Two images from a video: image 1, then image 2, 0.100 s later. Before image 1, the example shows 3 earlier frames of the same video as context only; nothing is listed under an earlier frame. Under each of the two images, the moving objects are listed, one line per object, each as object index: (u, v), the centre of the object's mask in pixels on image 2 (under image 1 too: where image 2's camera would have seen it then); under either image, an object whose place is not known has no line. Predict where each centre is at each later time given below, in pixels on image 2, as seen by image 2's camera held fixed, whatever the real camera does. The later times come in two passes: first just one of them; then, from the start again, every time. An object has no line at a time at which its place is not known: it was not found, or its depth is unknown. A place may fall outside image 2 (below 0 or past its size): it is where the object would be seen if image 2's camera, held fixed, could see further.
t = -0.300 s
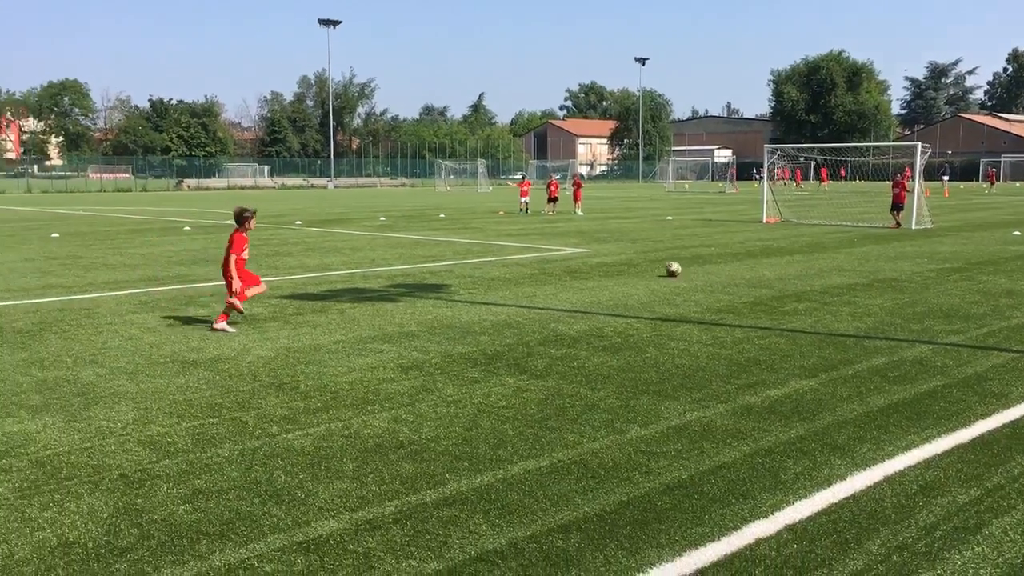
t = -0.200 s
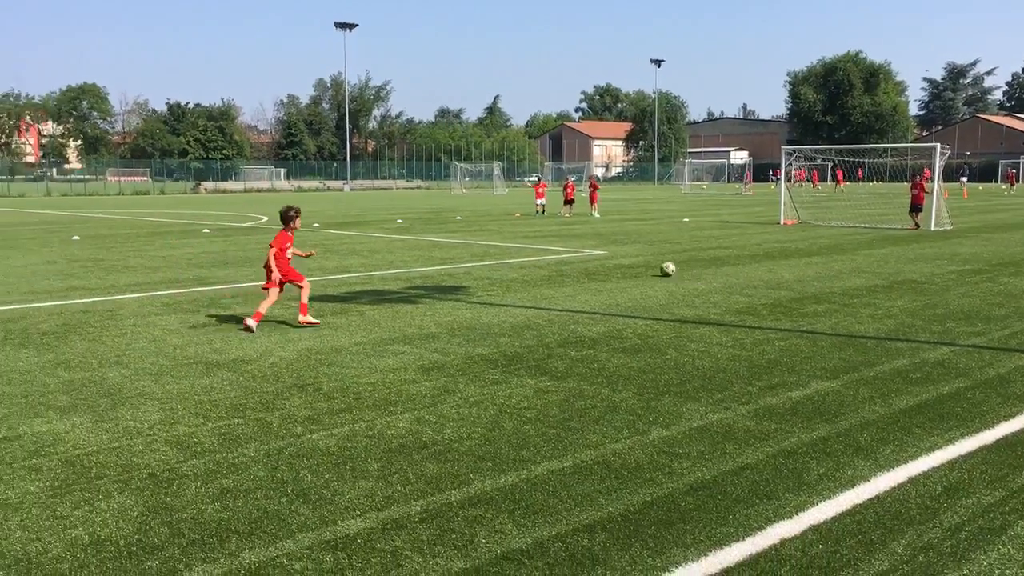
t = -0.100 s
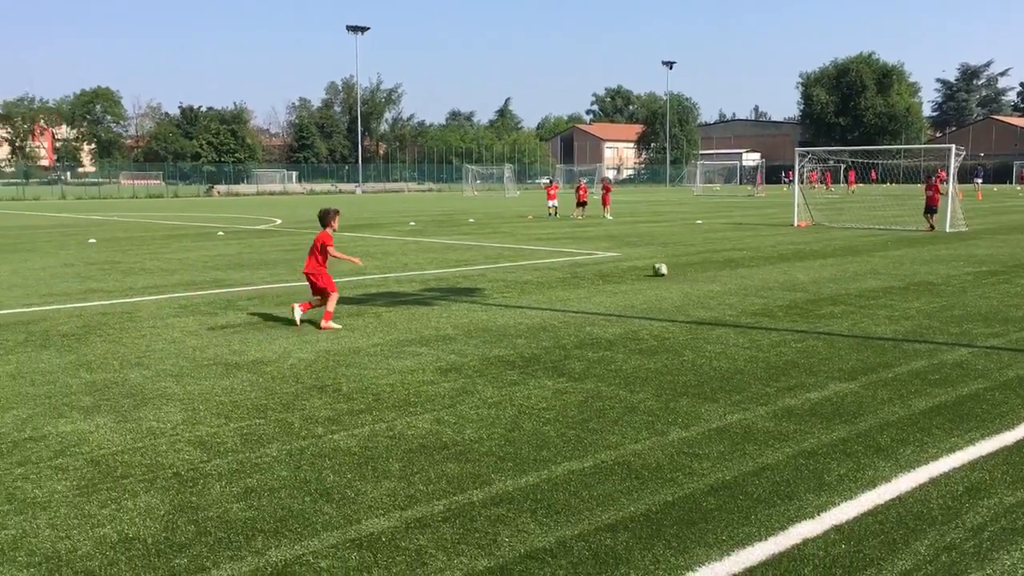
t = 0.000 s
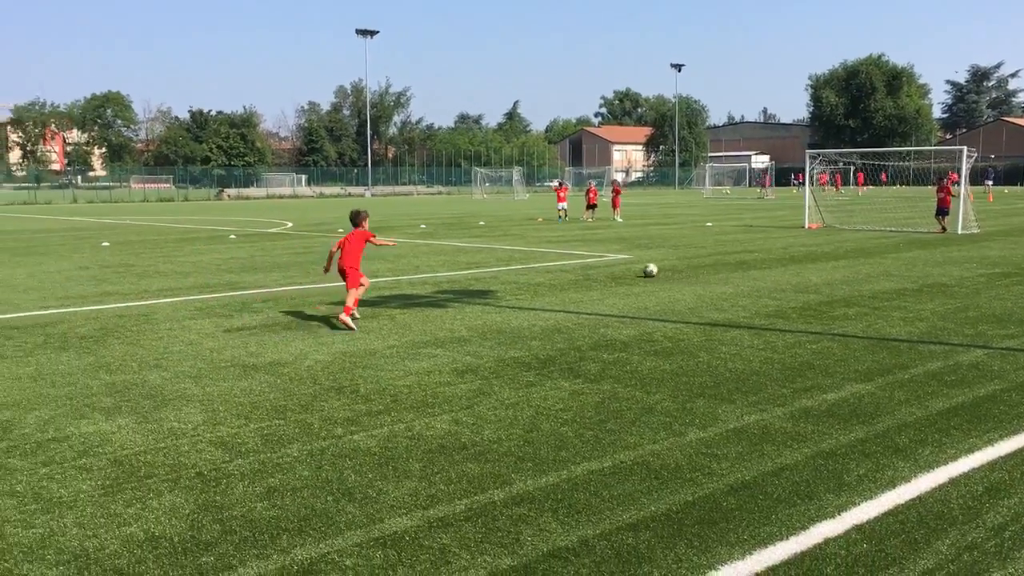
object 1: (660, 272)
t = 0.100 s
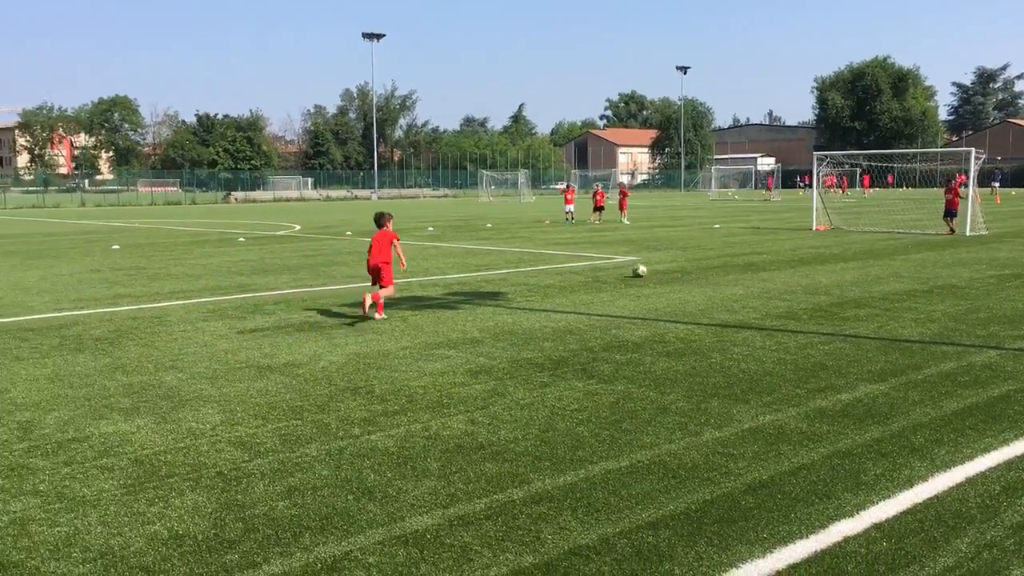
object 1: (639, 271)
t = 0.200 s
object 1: (619, 269)
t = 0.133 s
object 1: (632, 270)
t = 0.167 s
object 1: (626, 270)
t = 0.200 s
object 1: (619, 269)
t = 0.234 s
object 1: (614, 269)
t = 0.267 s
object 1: (608, 269)
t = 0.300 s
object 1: (601, 269)
